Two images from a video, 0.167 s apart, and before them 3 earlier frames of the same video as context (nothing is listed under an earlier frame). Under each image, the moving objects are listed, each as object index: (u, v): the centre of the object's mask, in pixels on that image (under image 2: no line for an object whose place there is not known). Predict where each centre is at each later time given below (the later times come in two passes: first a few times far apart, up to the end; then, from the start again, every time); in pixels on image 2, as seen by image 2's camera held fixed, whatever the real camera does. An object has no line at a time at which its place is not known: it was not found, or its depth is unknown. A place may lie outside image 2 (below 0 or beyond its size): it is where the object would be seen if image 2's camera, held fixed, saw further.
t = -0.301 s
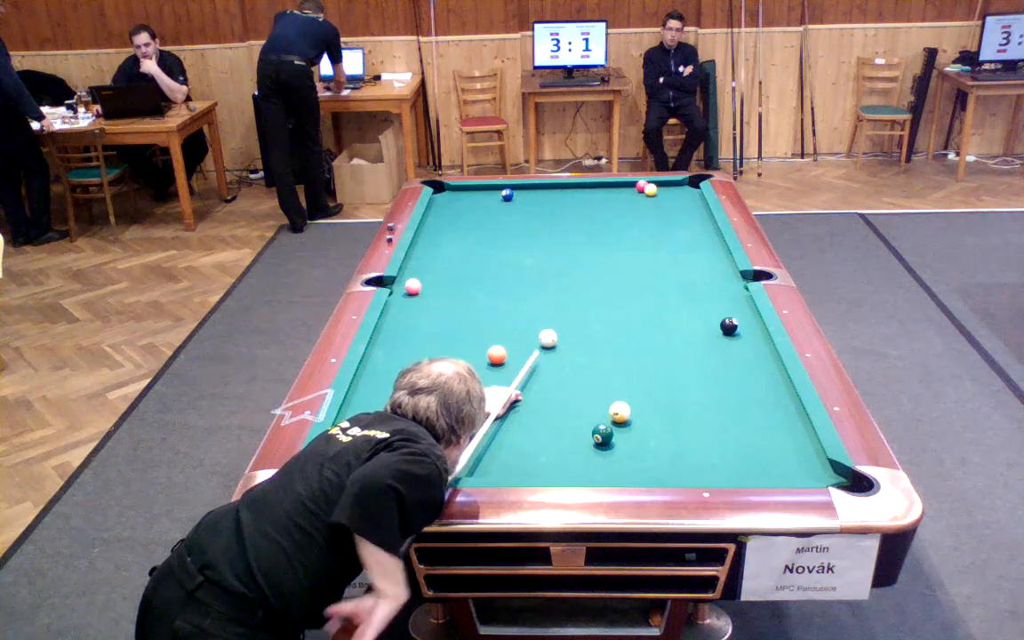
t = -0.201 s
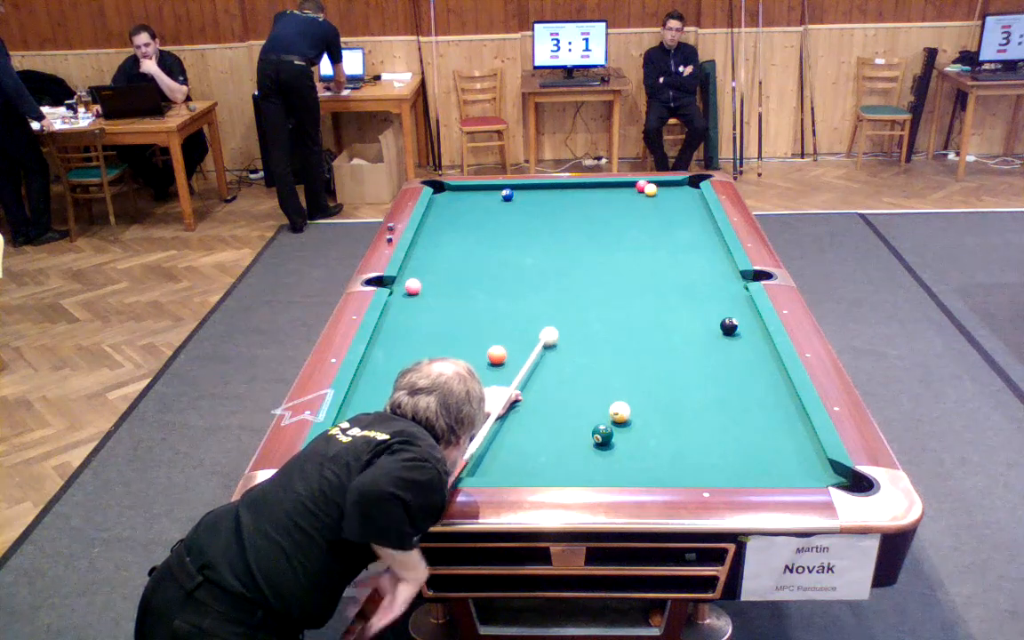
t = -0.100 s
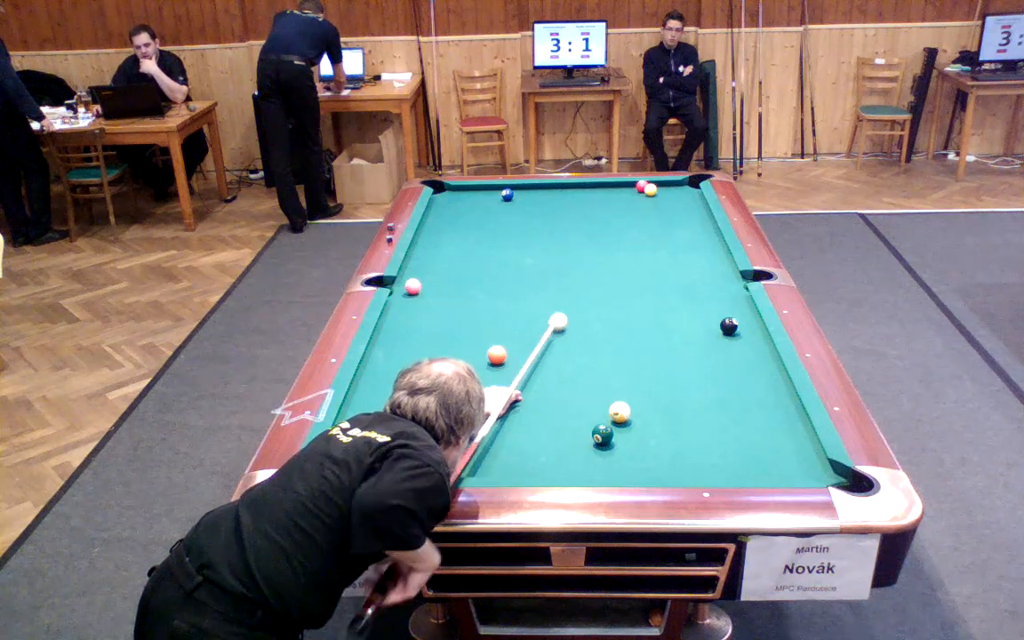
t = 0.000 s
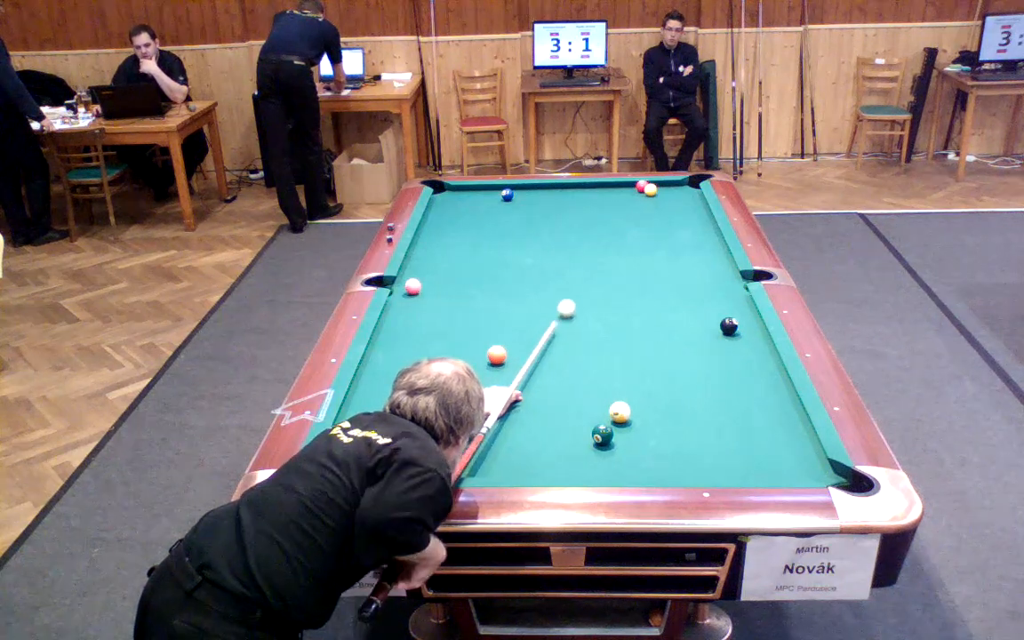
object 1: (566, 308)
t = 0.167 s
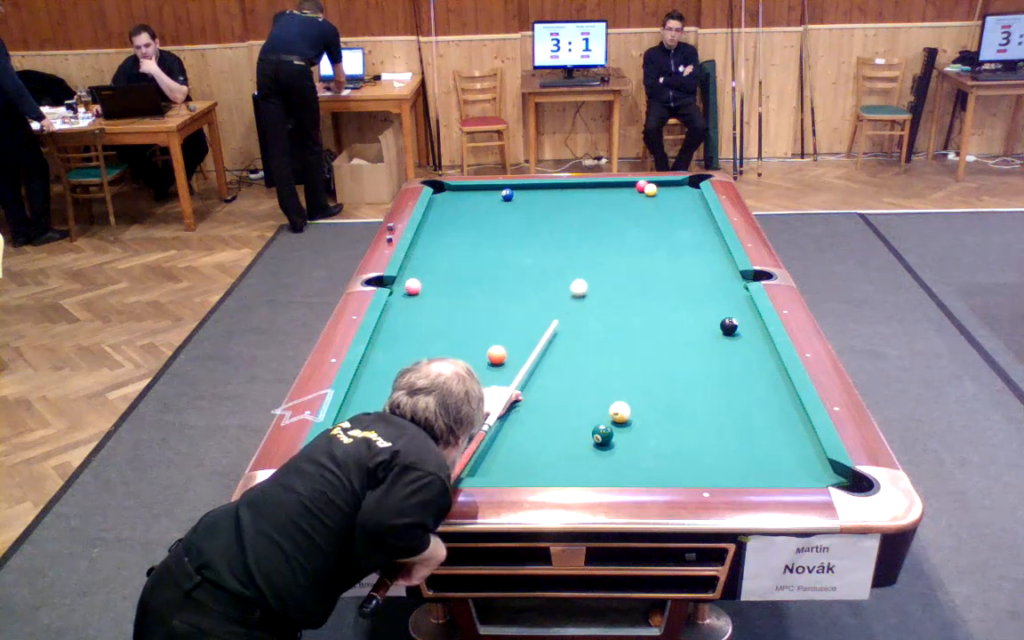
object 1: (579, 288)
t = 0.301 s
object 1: (588, 273)
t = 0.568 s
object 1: (604, 246)
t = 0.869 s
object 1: (620, 221)
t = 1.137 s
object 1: (631, 202)
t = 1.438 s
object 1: (630, 188)
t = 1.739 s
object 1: (616, 185)
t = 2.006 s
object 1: (607, 189)
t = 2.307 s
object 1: (597, 192)
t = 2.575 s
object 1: (590, 194)
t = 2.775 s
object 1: (584, 196)
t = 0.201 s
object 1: (581, 284)
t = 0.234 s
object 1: (583, 280)
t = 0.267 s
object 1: (586, 277)
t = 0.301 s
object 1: (588, 273)
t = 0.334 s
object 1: (590, 269)
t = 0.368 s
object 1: (592, 266)
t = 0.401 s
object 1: (594, 262)
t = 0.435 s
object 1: (596, 259)
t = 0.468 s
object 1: (598, 256)
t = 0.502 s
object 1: (600, 253)
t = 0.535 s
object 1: (602, 249)
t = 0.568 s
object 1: (604, 246)
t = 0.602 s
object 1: (606, 243)
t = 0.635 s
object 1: (608, 241)
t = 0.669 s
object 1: (609, 237)
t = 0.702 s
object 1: (611, 235)
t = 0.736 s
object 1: (613, 232)
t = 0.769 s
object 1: (614, 229)
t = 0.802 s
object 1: (616, 226)
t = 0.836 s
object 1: (618, 224)
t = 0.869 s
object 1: (620, 221)
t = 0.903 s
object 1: (621, 219)
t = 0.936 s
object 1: (623, 216)
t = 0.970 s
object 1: (624, 213)
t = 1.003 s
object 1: (626, 211)
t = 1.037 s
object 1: (627, 209)
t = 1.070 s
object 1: (629, 206)
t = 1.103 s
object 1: (630, 204)
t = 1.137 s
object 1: (631, 202)
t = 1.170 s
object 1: (633, 199)
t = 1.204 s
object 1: (634, 197)
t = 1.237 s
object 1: (635, 195)
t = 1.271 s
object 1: (637, 193)
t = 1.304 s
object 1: (638, 191)
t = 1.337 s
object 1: (637, 190)
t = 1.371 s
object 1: (635, 189)
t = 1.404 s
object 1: (632, 188)
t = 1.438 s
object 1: (630, 188)
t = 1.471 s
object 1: (628, 187)
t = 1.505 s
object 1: (626, 186)
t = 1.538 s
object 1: (625, 185)
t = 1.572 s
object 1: (623, 185)
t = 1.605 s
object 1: (621, 184)
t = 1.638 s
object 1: (620, 184)
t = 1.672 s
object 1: (619, 185)
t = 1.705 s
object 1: (617, 185)
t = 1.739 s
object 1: (616, 185)
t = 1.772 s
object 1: (615, 186)
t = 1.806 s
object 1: (614, 186)
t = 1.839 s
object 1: (613, 187)
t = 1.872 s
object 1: (612, 187)
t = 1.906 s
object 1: (610, 187)
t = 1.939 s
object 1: (609, 188)
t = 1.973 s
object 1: (608, 188)
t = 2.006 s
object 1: (607, 189)
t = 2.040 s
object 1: (606, 189)
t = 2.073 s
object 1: (605, 189)
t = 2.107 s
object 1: (604, 190)
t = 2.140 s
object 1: (603, 190)
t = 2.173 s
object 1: (602, 190)
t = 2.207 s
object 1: (601, 191)
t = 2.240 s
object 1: (600, 191)
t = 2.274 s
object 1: (599, 192)
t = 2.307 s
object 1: (597, 192)
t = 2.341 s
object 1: (597, 192)
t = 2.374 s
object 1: (595, 192)
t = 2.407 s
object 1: (595, 193)
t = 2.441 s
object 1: (594, 193)
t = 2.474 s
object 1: (593, 193)
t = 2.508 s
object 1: (592, 194)
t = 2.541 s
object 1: (591, 194)
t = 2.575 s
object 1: (590, 194)
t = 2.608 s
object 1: (589, 195)
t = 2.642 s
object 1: (588, 195)
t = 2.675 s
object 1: (587, 195)
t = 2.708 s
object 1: (586, 196)
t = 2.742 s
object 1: (585, 196)
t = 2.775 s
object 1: (584, 196)
